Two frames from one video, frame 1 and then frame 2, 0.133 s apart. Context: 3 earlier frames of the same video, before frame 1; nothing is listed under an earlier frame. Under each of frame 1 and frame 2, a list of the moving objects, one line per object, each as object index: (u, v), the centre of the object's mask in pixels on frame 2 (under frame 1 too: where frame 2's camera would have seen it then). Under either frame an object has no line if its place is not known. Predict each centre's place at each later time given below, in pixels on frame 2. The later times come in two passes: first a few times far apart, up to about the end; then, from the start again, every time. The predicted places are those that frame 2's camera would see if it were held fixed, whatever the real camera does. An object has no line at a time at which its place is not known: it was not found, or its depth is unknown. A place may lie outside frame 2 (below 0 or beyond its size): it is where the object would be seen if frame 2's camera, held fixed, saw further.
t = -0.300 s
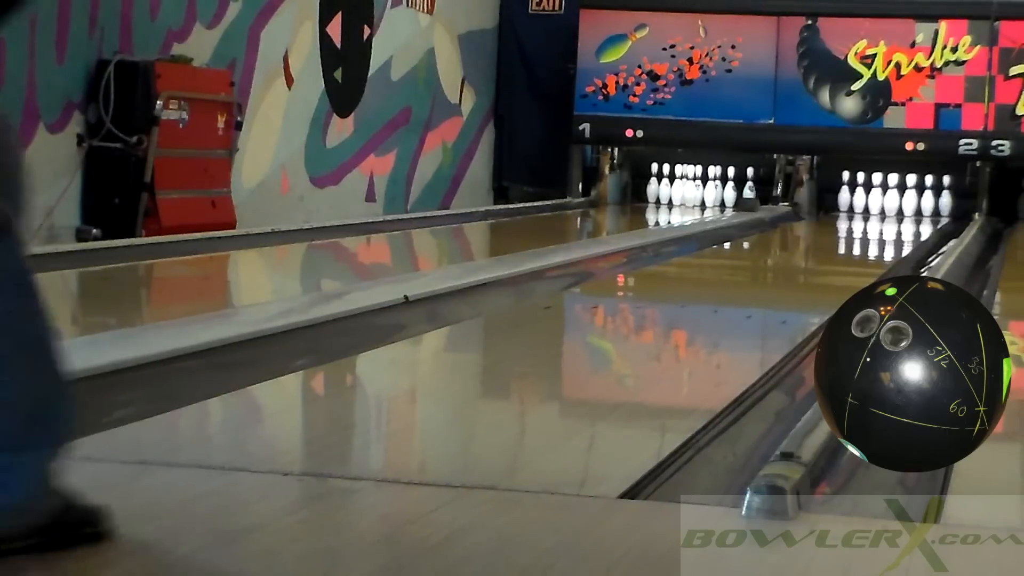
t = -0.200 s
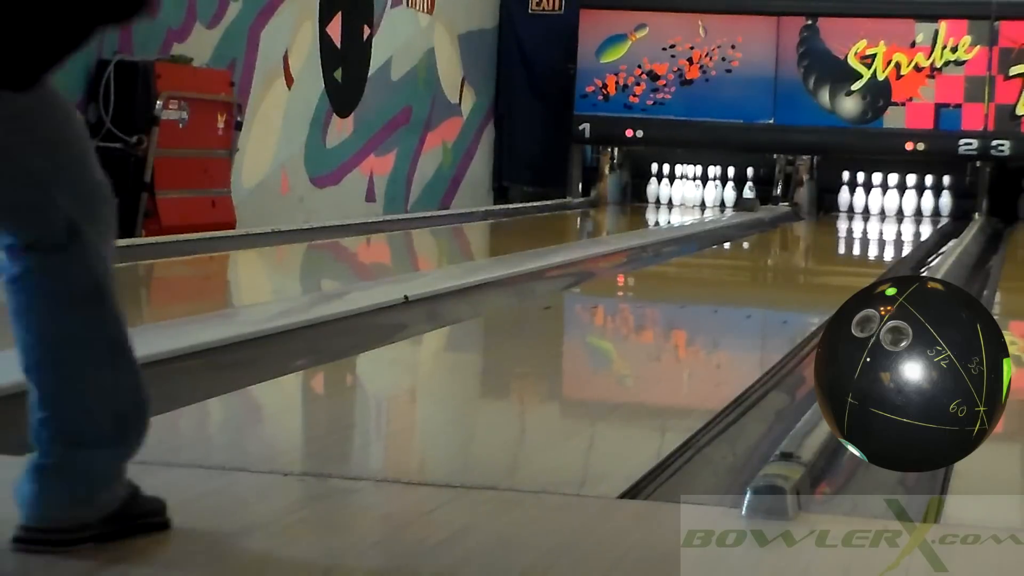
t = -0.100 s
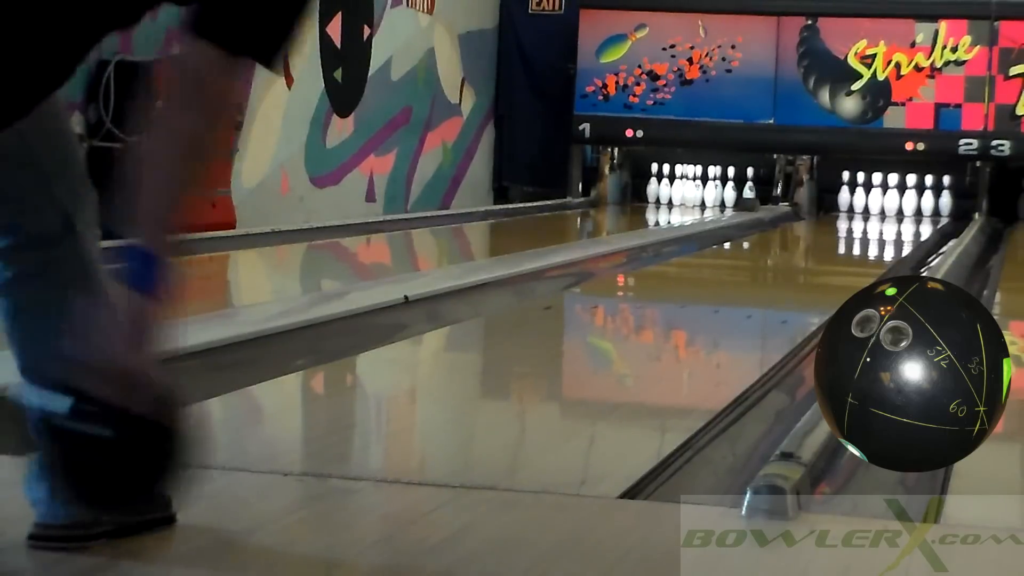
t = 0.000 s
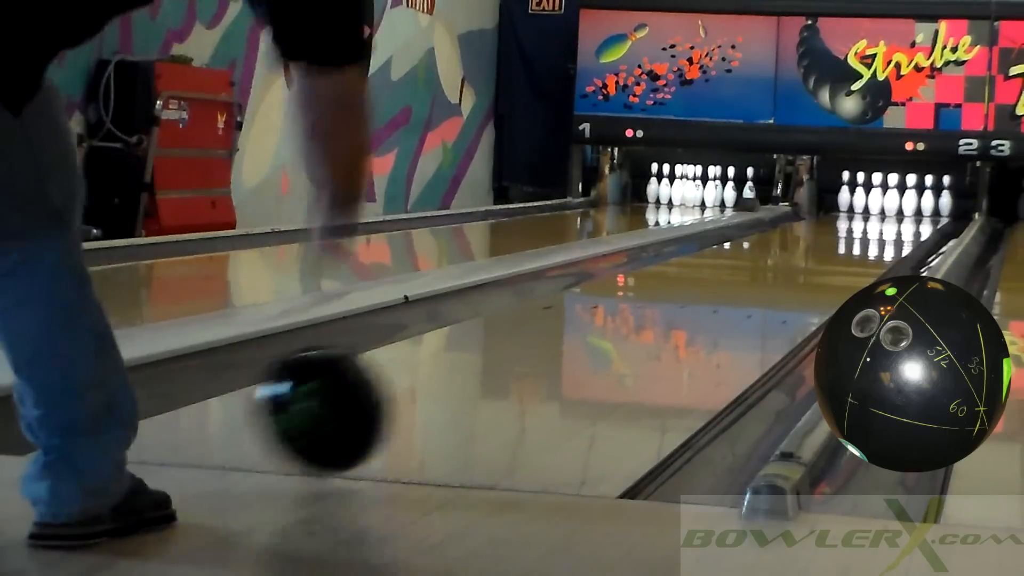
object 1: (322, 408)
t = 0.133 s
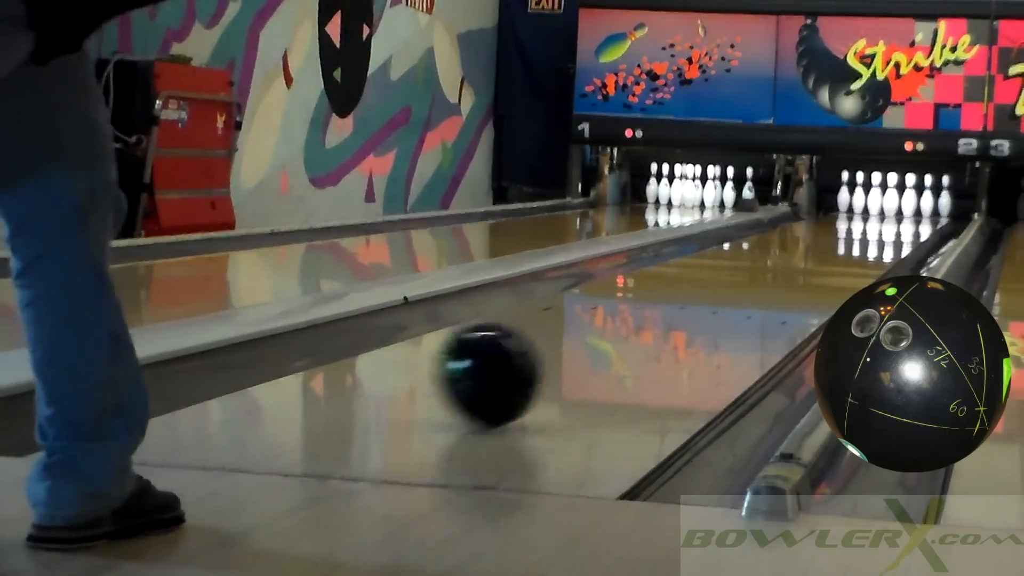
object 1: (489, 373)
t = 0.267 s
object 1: (597, 336)
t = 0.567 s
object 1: (739, 283)
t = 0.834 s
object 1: (808, 259)
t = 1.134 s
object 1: (858, 239)
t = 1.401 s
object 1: (884, 228)
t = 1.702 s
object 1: (903, 218)
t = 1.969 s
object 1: (908, 212)
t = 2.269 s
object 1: (906, 207)
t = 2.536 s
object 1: (913, 202)
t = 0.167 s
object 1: (520, 362)
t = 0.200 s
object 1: (548, 353)
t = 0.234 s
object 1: (574, 344)
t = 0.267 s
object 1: (597, 336)
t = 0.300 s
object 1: (619, 328)
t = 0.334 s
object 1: (638, 321)
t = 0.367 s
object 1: (656, 314)
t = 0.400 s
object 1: (672, 308)
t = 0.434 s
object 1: (688, 302)
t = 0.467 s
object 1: (702, 297)
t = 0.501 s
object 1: (715, 292)
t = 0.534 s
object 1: (728, 287)
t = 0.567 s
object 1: (739, 283)
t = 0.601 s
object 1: (749, 279)
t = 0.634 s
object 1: (759, 276)
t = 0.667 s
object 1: (769, 273)
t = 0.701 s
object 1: (778, 271)
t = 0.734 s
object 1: (787, 267)
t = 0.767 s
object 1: (795, 264)
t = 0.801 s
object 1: (802, 261)
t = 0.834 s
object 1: (808, 259)
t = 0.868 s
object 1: (815, 256)
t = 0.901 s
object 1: (822, 254)
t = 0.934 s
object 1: (828, 253)
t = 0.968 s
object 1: (834, 250)
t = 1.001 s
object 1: (839, 247)
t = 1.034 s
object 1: (845, 245)
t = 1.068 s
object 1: (848, 243)
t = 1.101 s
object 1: (853, 241)
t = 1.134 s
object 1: (858, 239)
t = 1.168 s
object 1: (861, 238)
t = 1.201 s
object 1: (865, 236)
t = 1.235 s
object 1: (868, 235)
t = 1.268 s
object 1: (872, 234)
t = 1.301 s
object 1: (876, 232)
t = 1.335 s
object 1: (880, 231)
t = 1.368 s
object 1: (882, 229)
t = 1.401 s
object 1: (884, 228)
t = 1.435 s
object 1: (886, 227)
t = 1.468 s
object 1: (889, 226)
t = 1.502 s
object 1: (892, 224)
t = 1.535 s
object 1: (894, 223)
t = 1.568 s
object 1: (896, 222)
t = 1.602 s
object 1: (897, 221)
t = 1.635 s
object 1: (900, 220)
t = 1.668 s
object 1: (902, 219)
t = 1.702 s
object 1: (903, 218)
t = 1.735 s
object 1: (904, 217)
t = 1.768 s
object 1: (905, 216)
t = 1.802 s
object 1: (906, 216)
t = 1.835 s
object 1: (907, 215)
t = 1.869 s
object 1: (907, 214)
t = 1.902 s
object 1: (908, 213)
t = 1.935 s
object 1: (908, 213)
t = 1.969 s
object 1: (908, 212)
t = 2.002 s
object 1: (908, 212)
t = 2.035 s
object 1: (909, 211)
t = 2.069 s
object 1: (908, 210)
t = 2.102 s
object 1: (908, 210)
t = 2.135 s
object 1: (908, 210)
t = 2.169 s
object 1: (908, 209)
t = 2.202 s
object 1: (906, 208)
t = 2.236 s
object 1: (906, 207)
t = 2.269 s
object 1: (906, 207)
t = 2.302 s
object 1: (905, 207)
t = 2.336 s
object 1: (903, 206)
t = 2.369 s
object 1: (903, 206)
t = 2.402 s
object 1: (905, 205)
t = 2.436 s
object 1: (907, 204)
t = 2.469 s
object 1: (909, 204)
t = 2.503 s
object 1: (910, 204)
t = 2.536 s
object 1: (913, 202)
